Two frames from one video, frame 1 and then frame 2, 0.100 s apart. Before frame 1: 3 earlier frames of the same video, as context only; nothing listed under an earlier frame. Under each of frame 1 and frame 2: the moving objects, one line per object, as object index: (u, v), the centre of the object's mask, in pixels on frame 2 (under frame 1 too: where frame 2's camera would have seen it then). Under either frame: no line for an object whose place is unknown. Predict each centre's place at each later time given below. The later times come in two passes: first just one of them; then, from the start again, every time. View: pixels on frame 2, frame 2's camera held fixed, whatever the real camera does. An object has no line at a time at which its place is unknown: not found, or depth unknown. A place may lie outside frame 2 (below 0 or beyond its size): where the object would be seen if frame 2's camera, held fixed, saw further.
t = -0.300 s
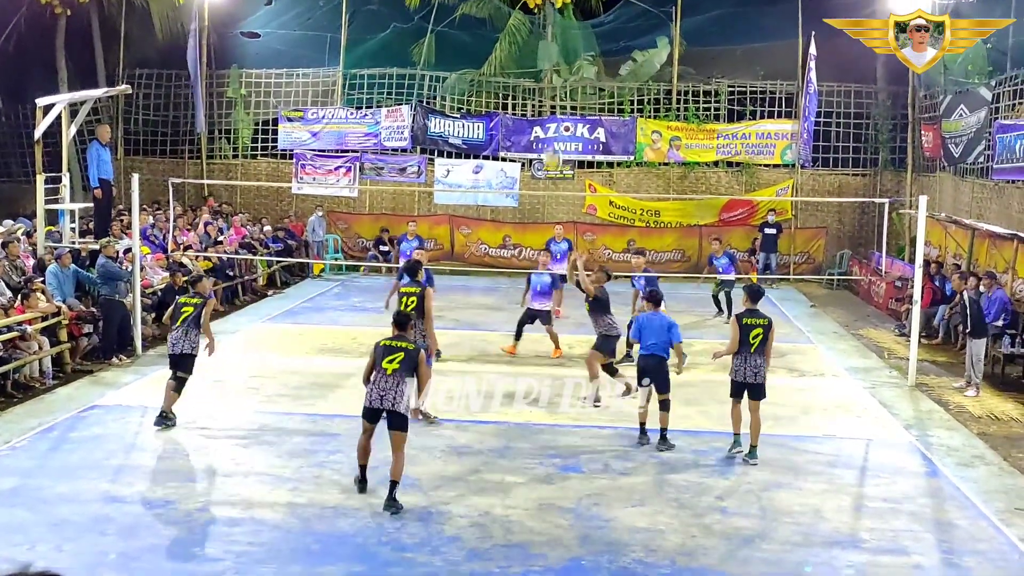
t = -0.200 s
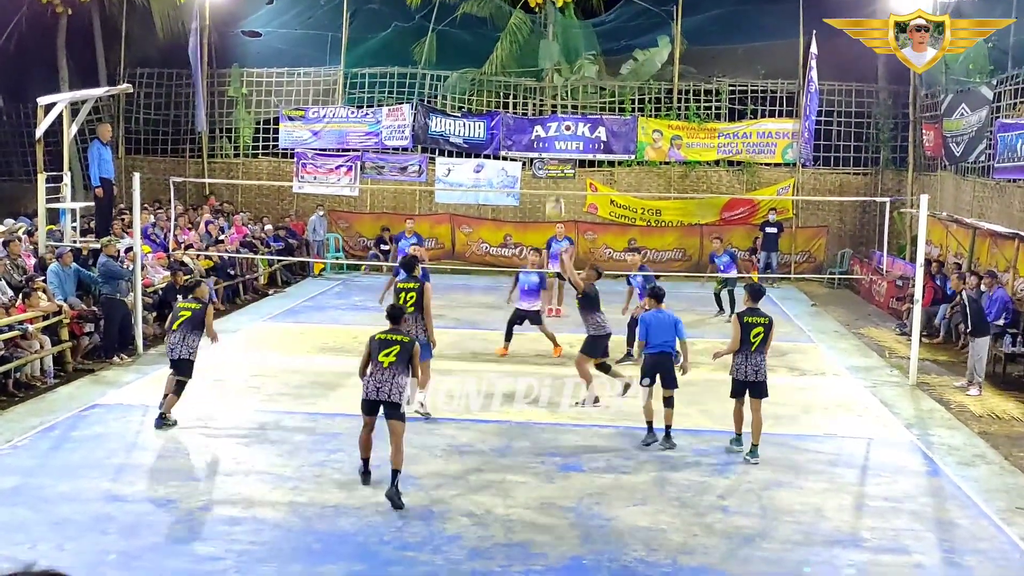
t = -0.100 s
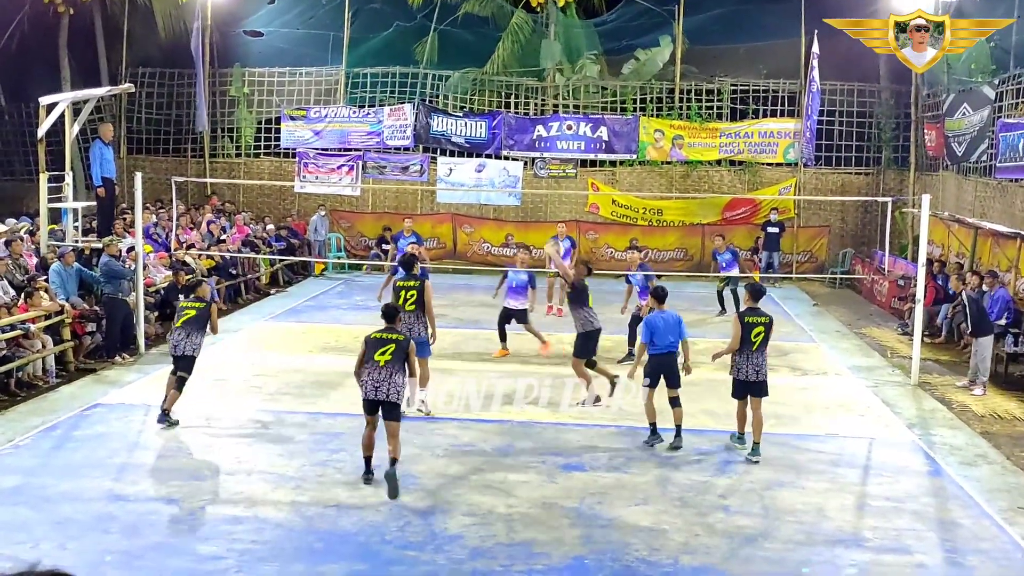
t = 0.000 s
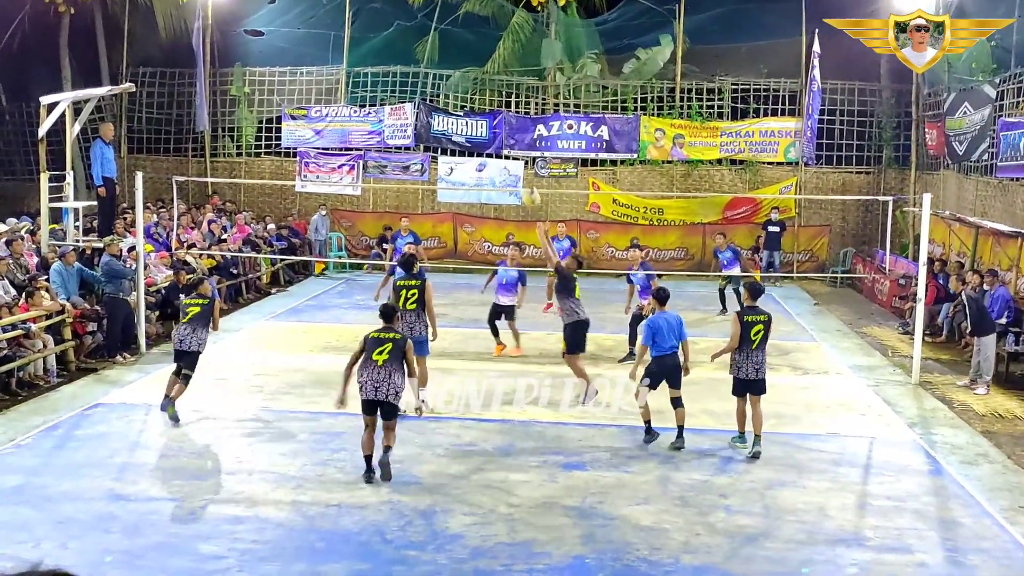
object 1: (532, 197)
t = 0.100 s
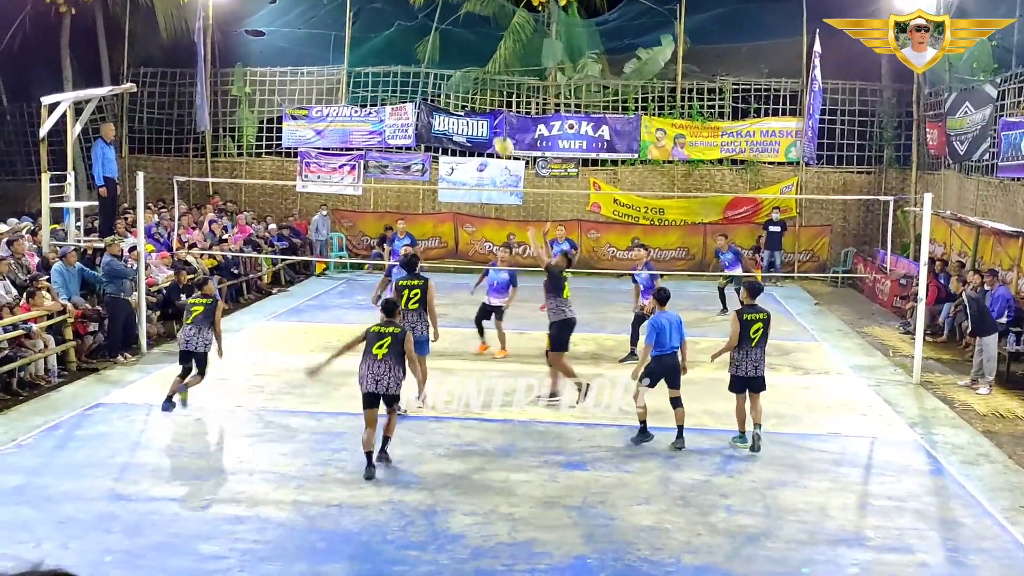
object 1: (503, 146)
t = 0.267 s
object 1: (459, 84)
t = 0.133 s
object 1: (496, 133)
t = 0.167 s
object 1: (485, 117)
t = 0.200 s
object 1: (477, 106)
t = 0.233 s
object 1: (469, 95)
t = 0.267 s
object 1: (459, 84)
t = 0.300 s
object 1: (451, 74)
